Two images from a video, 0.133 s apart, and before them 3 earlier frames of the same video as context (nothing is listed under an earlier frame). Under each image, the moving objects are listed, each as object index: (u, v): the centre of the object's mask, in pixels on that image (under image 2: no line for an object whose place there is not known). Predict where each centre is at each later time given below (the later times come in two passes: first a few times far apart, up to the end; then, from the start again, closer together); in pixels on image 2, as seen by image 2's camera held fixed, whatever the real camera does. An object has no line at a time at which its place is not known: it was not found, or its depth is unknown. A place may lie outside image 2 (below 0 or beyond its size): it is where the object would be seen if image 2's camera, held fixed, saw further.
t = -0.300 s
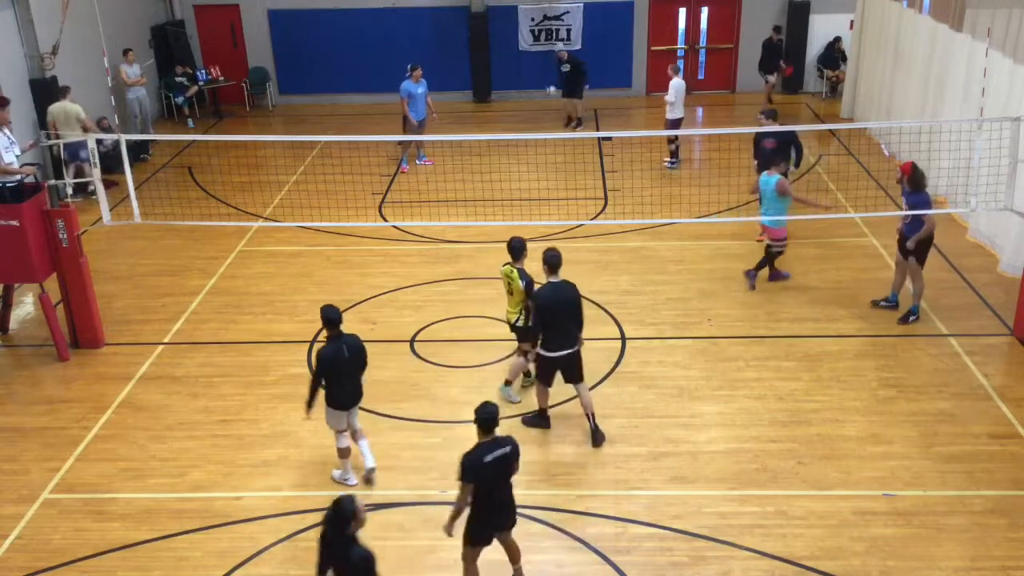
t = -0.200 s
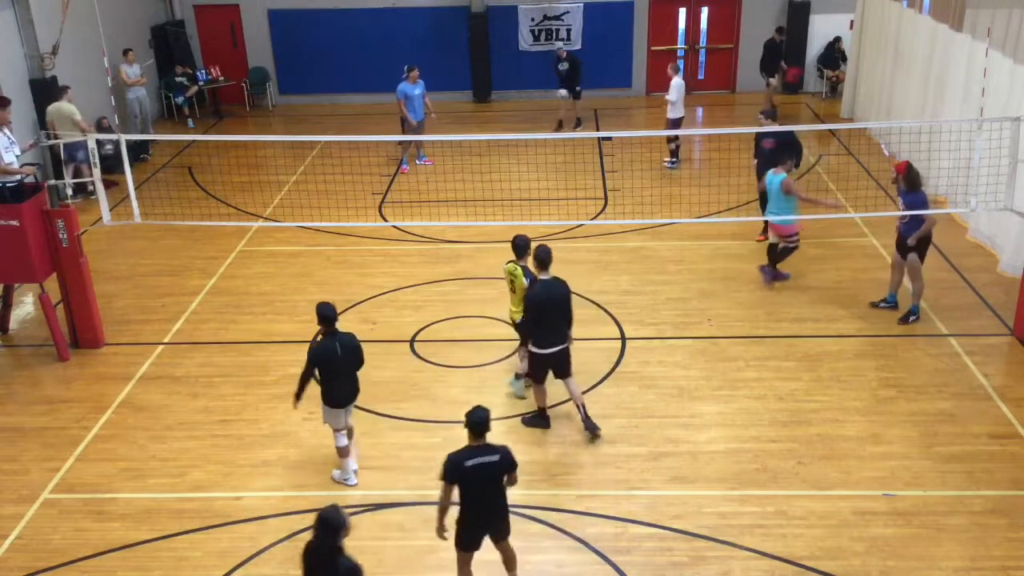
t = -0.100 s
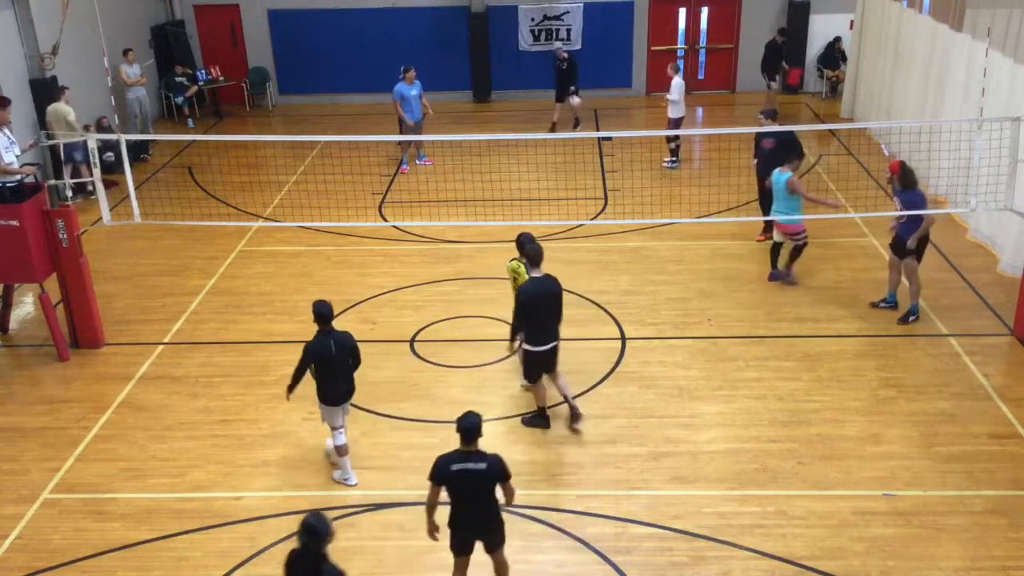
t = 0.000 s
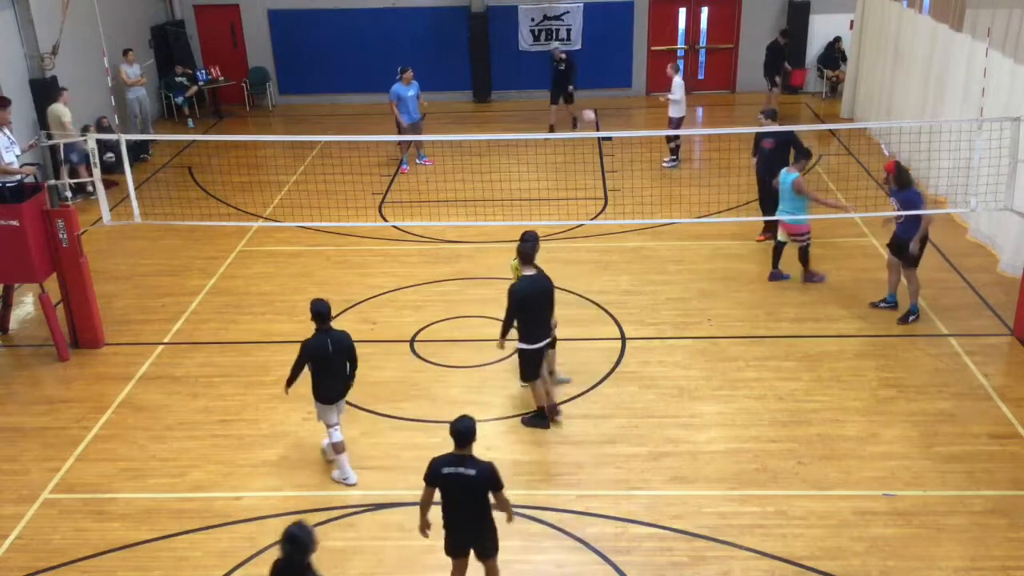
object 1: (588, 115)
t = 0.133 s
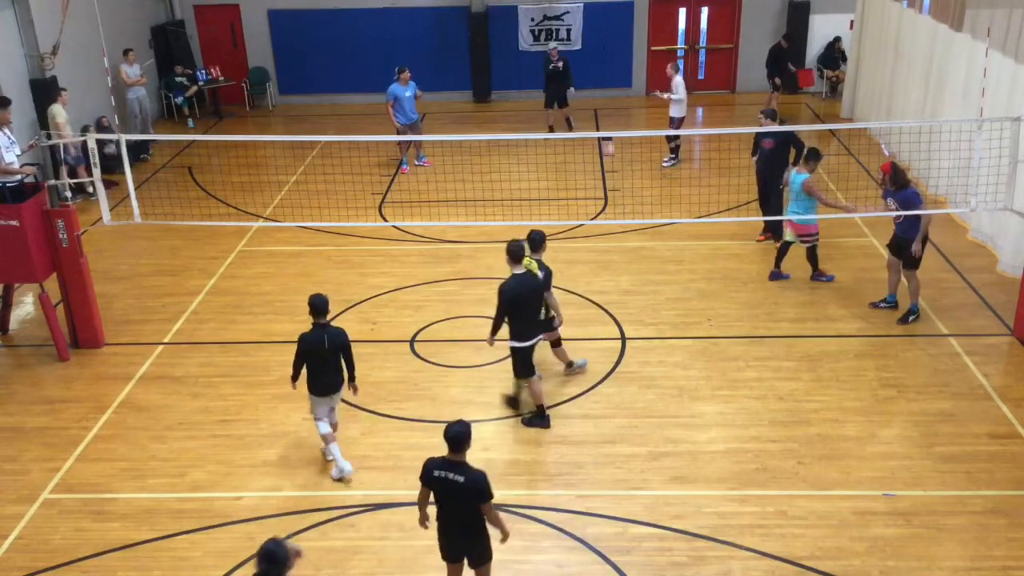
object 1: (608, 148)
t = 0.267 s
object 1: (633, 204)
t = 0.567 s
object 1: (684, 273)
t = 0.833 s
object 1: (731, 323)
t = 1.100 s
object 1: (791, 471)
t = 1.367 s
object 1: (873, 556)
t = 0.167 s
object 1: (613, 163)
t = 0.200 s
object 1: (620, 173)
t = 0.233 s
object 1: (627, 187)
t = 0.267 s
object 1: (633, 204)
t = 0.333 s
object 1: (646, 238)
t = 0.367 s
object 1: (652, 258)
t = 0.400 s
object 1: (658, 275)
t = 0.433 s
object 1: (663, 273)
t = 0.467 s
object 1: (668, 271)
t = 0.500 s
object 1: (673, 271)
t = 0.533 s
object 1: (677, 271)
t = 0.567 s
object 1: (684, 273)
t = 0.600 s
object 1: (688, 274)
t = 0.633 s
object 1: (694, 277)
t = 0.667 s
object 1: (700, 283)
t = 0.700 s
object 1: (706, 289)
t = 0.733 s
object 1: (712, 295)
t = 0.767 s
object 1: (719, 303)
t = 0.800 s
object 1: (725, 313)
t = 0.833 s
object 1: (731, 323)
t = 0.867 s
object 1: (738, 336)
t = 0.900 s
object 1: (745, 349)
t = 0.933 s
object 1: (752, 366)
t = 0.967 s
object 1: (759, 384)
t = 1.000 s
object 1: (767, 401)
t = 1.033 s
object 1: (774, 422)
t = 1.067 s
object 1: (781, 443)
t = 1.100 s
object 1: (791, 471)
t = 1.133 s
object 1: (798, 493)
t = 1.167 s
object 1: (807, 499)
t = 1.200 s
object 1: (817, 504)
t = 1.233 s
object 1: (826, 510)
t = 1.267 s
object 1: (839, 520)
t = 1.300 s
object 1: (849, 530)
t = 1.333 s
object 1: (861, 542)
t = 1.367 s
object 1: (873, 556)
